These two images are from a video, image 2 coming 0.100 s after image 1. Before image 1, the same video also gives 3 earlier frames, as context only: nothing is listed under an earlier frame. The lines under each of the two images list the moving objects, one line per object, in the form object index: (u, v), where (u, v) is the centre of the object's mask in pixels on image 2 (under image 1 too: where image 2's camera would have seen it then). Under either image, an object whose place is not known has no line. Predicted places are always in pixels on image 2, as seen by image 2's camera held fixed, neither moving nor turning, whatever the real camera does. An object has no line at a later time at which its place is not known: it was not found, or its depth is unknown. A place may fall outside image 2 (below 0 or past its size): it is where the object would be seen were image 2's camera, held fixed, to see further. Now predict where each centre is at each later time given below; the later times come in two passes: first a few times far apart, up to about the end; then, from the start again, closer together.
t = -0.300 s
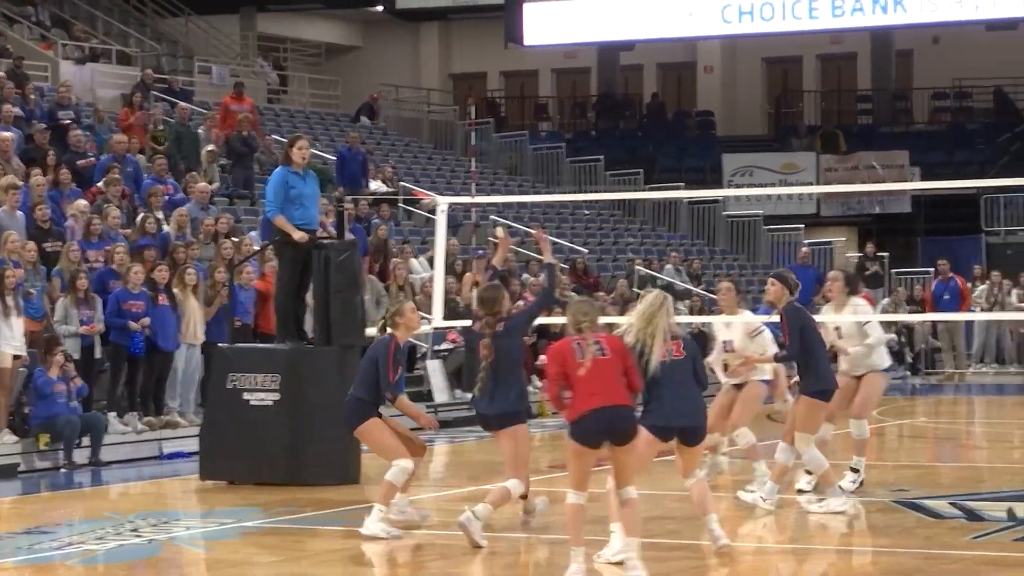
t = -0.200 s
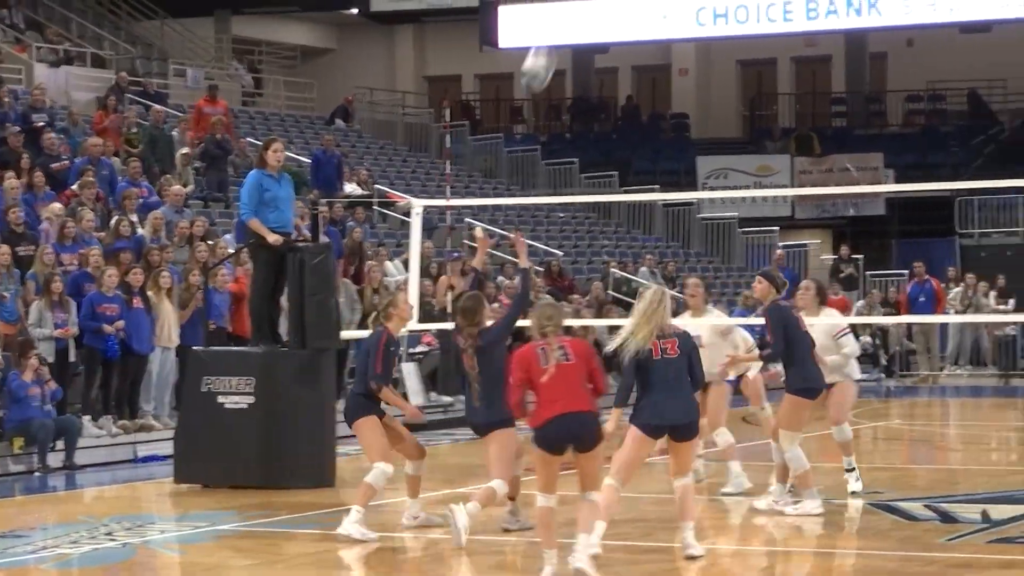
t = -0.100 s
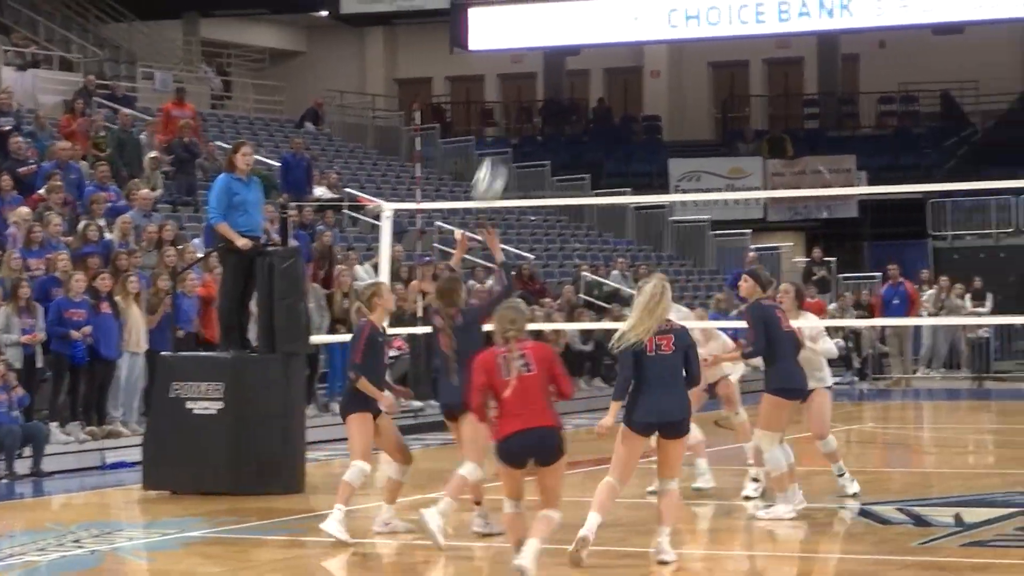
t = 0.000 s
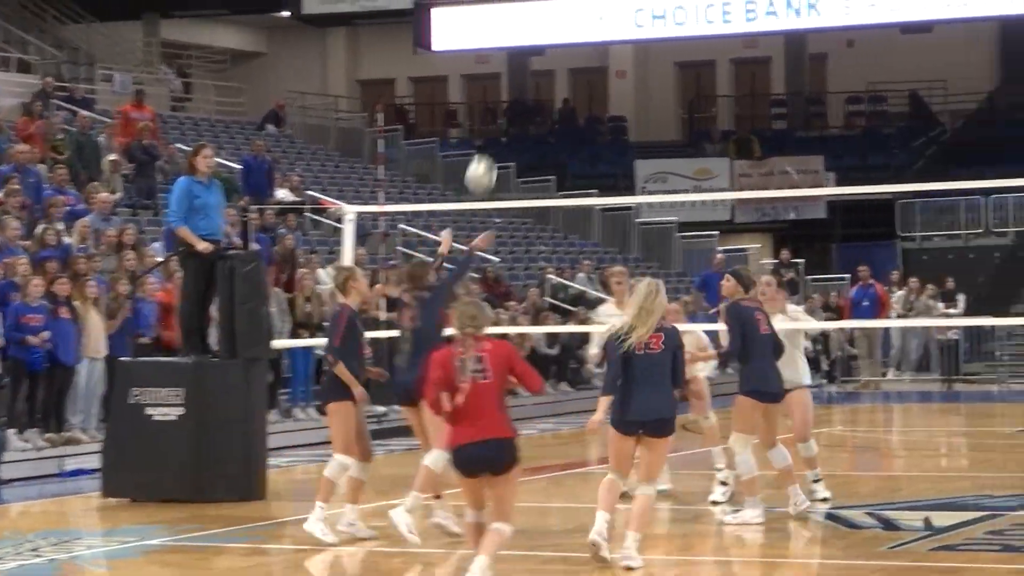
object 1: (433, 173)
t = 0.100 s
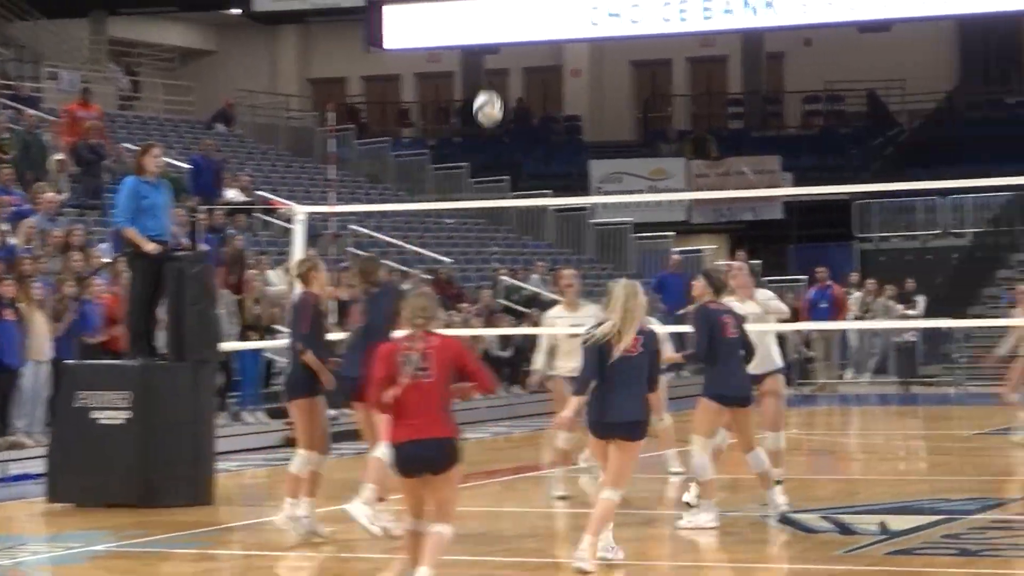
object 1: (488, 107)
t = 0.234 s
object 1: (554, 53)
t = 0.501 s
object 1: (659, 29)
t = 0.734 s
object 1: (729, 78)
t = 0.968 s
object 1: (790, 177)
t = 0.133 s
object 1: (505, 90)
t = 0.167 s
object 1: (522, 75)
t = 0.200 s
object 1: (538, 62)
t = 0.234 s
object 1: (554, 53)
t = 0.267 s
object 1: (569, 43)
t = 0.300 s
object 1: (584, 37)
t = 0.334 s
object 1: (597, 31)
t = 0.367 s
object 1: (610, 27)
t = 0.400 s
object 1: (623, 26)
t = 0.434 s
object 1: (635, 24)
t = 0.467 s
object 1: (647, 26)
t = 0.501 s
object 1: (659, 29)
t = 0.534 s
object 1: (669, 31)
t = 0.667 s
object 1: (709, 58)
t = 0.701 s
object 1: (718, 66)
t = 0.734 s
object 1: (729, 78)
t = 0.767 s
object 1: (737, 88)
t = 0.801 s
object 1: (746, 101)
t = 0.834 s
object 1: (755, 116)
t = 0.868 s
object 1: (763, 130)
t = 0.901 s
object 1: (771, 146)
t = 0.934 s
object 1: (782, 162)
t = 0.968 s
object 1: (790, 177)
